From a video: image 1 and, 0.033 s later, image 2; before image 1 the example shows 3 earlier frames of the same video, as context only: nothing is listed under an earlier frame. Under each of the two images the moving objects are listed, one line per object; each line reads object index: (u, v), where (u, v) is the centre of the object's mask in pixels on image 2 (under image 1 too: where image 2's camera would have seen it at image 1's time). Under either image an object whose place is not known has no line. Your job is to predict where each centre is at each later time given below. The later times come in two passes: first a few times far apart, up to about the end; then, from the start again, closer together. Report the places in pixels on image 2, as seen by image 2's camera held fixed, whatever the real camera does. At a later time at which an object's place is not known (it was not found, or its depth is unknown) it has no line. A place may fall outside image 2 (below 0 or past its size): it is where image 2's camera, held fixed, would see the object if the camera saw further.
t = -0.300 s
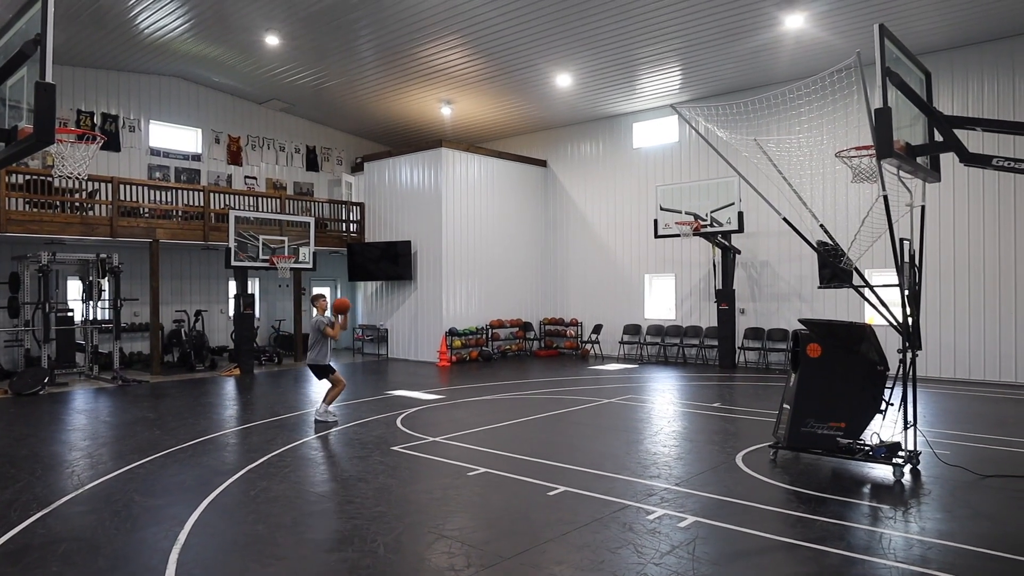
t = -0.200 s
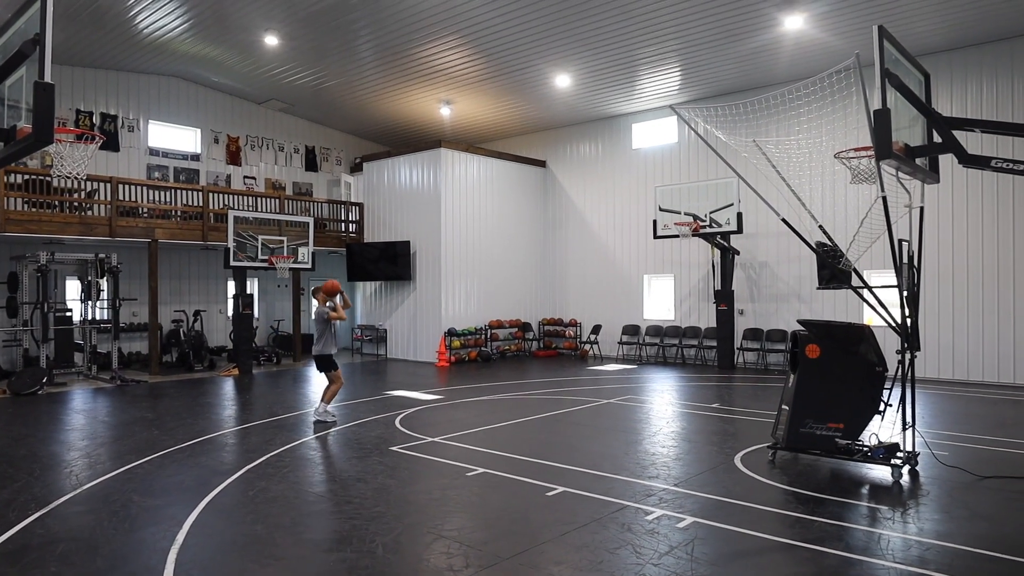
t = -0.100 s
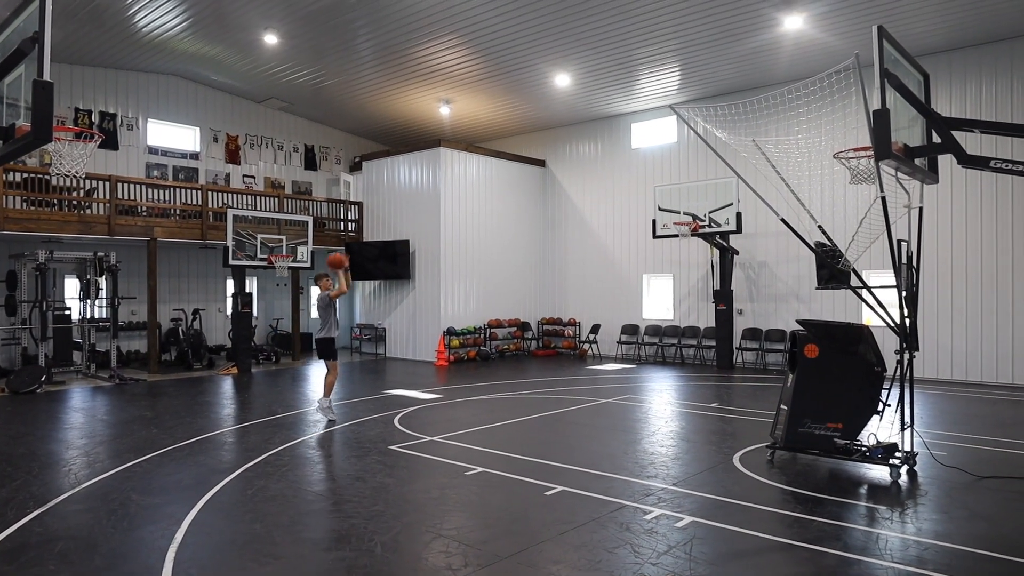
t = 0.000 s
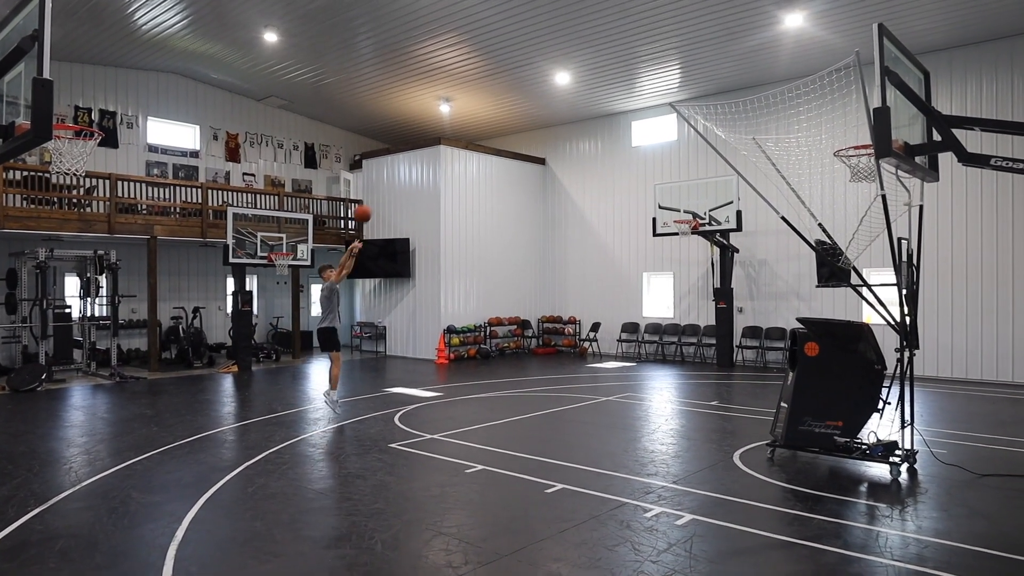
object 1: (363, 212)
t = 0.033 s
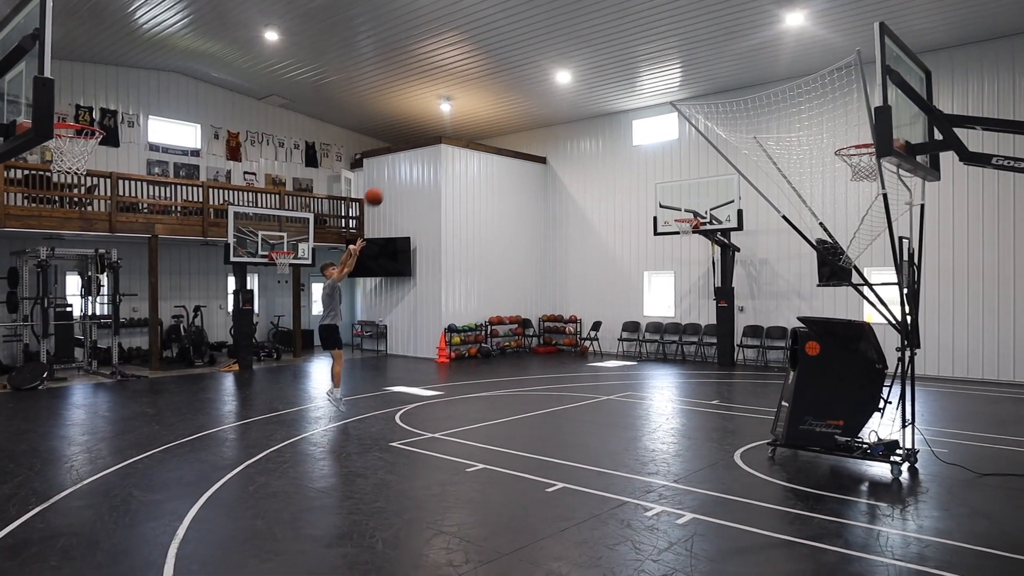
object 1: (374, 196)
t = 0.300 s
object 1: (468, 95)
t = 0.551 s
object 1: (565, 42)
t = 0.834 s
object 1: (691, 46)
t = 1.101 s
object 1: (826, 122)
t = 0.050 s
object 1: (379, 189)
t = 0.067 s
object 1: (385, 182)
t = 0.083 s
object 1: (390, 174)
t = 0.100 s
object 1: (396, 167)
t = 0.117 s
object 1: (402, 160)
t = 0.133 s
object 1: (408, 152)
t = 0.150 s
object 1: (413, 146)
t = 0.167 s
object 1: (419, 139)
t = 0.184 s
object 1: (425, 133)
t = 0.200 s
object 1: (431, 128)
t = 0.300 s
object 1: (468, 95)
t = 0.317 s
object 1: (473, 90)
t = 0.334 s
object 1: (480, 85)
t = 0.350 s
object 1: (486, 80)
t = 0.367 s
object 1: (492, 76)
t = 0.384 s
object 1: (499, 72)
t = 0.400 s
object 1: (505, 68)
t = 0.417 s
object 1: (512, 65)
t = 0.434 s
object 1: (518, 61)
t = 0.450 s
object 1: (525, 58)
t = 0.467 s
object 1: (532, 55)
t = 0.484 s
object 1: (538, 52)
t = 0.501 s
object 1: (545, 49)
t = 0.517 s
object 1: (552, 47)
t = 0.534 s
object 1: (559, 44)
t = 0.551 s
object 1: (565, 42)
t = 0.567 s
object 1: (573, 41)
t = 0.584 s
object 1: (580, 39)
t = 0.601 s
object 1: (587, 38)
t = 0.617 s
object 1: (594, 37)
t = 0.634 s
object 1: (601, 36)
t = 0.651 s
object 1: (608, 35)
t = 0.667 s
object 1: (616, 35)
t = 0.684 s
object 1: (623, 35)
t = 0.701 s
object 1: (630, 35)
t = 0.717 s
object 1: (638, 36)
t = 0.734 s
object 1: (645, 36)
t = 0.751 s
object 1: (653, 37)
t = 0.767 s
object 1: (661, 38)
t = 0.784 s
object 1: (668, 40)
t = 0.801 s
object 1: (675, 41)
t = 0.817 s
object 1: (684, 44)
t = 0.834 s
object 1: (691, 46)
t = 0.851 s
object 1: (699, 48)
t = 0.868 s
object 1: (707, 51)
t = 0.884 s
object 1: (715, 54)
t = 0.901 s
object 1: (724, 58)
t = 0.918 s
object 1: (732, 61)
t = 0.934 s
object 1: (741, 65)
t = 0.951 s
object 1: (748, 70)
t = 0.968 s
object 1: (757, 74)
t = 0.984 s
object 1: (765, 79)
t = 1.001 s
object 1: (773, 81)
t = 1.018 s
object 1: (782, 89)
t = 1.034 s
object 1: (791, 96)
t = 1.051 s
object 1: (800, 102)
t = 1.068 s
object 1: (809, 108)
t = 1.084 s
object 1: (817, 115)
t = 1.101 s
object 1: (826, 122)
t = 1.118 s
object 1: (836, 130)
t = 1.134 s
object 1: (844, 137)
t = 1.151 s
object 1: (853, 141)
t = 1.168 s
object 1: (860, 148)
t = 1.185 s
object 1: (865, 156)
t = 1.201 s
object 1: (870, 162)
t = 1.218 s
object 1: (872, 163)
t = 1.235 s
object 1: (873, 165)
